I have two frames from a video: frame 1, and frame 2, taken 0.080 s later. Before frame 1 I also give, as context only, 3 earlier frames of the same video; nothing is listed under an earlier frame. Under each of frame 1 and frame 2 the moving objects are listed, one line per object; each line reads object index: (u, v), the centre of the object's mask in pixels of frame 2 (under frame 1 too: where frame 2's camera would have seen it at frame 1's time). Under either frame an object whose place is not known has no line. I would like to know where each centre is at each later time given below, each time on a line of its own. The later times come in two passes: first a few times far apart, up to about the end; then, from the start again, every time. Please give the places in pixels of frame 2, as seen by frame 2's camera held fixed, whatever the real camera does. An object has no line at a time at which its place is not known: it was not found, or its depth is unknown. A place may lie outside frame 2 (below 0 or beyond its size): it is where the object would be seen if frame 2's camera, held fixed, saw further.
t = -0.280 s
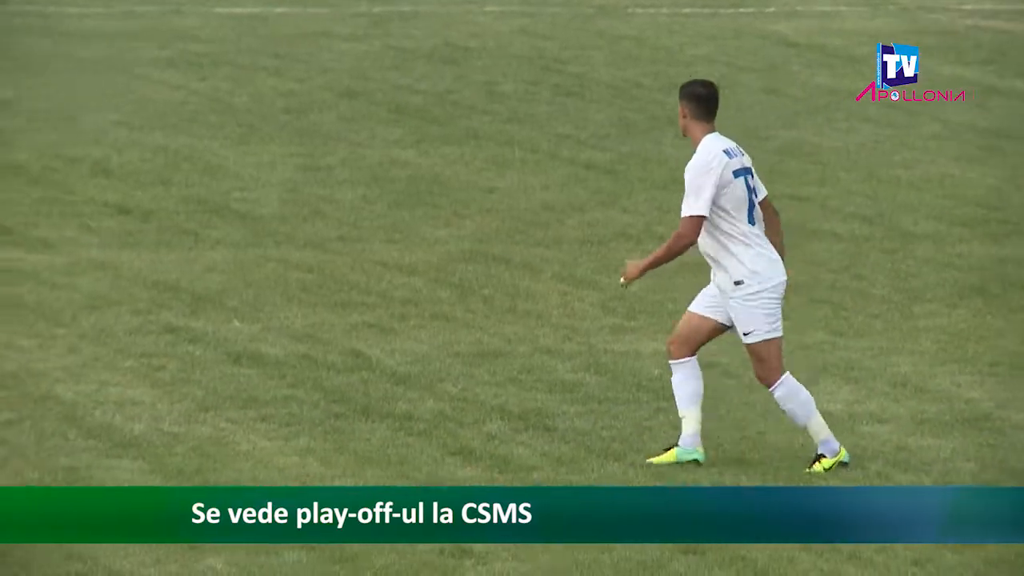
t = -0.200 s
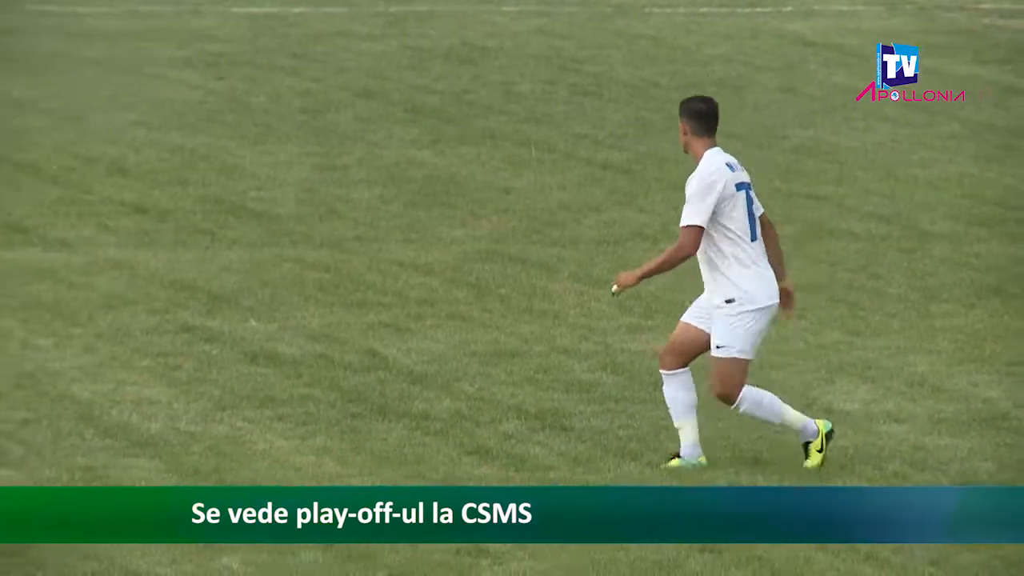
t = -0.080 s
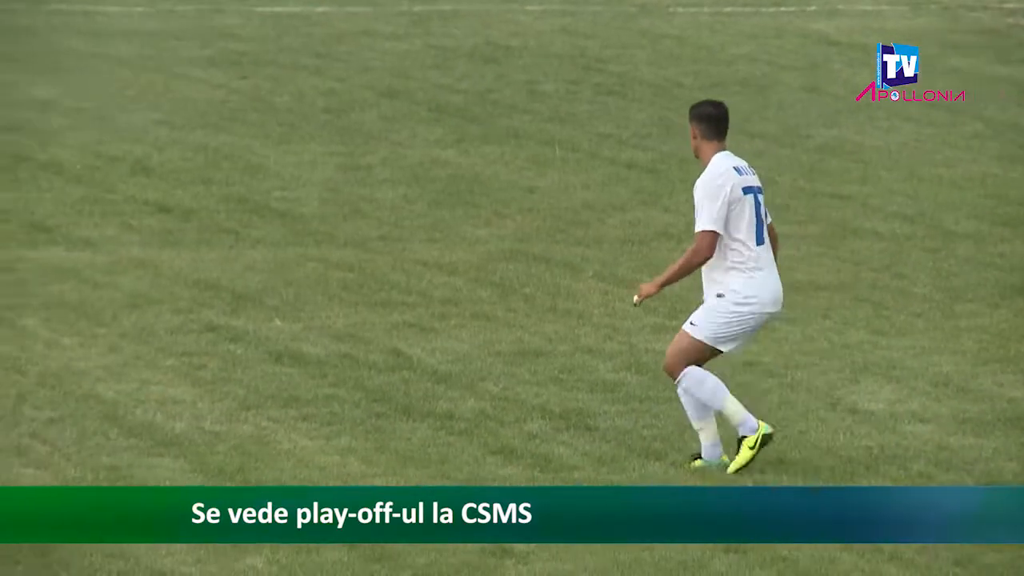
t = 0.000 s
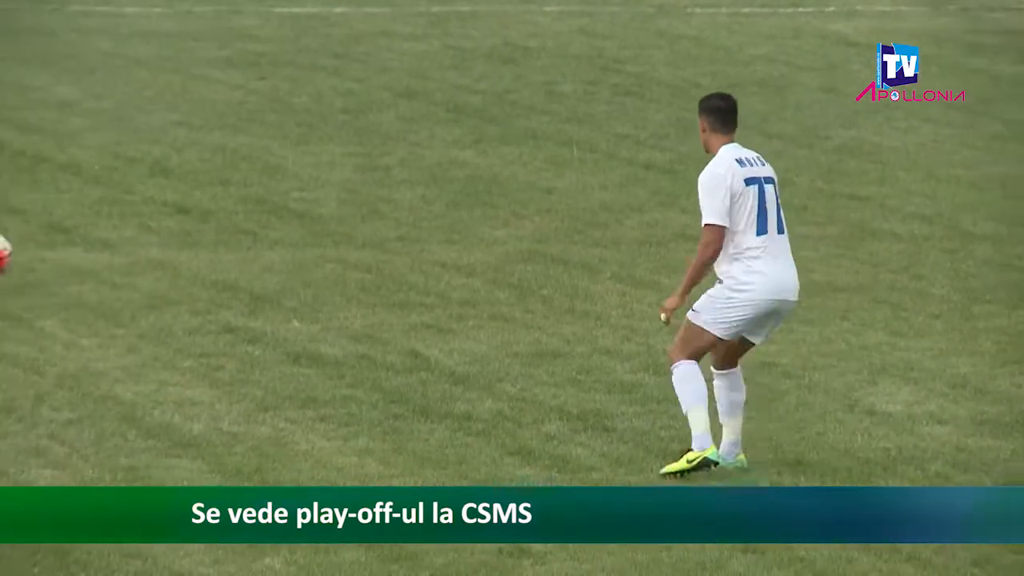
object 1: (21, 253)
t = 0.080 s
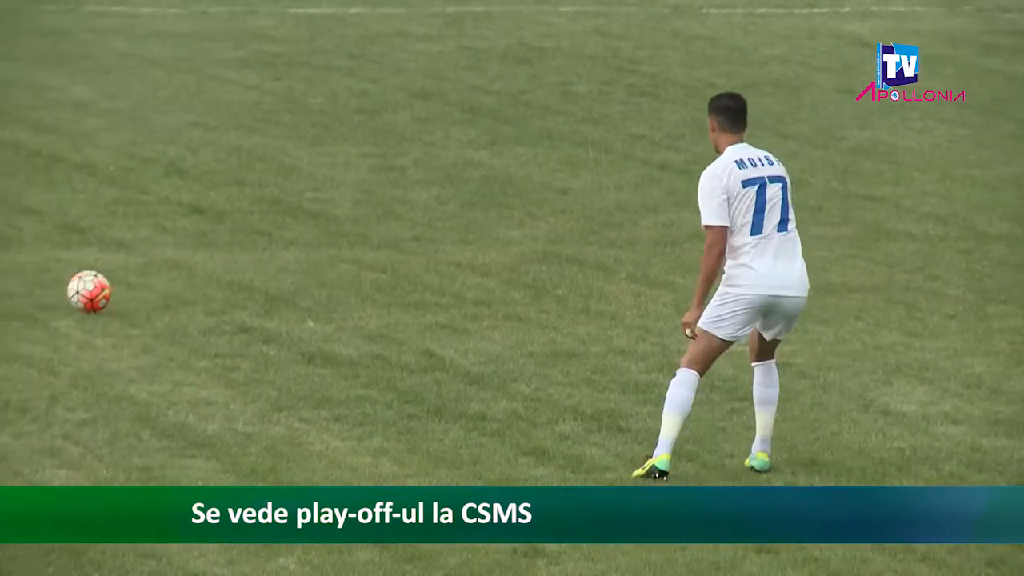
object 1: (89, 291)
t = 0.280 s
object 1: (263, 288)
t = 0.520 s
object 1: (477, 376)
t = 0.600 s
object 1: (540, 377)
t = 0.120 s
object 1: (122, 282)
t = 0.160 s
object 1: (157, 277)
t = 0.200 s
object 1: (191, 277)
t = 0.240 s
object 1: (228, 280)
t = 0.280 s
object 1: (263, 288)
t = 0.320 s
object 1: (299, 301)
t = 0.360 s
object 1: (335, 318)
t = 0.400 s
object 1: (373, 339)
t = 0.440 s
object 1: (410, 364)
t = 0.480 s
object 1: (446, 379)
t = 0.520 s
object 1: (477, 376)
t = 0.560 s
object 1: (508, 375)
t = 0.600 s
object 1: (540, 377)
